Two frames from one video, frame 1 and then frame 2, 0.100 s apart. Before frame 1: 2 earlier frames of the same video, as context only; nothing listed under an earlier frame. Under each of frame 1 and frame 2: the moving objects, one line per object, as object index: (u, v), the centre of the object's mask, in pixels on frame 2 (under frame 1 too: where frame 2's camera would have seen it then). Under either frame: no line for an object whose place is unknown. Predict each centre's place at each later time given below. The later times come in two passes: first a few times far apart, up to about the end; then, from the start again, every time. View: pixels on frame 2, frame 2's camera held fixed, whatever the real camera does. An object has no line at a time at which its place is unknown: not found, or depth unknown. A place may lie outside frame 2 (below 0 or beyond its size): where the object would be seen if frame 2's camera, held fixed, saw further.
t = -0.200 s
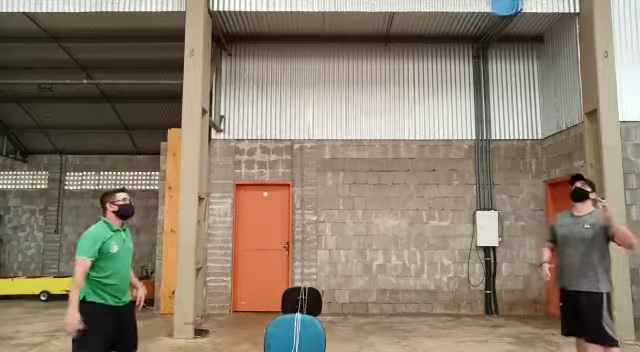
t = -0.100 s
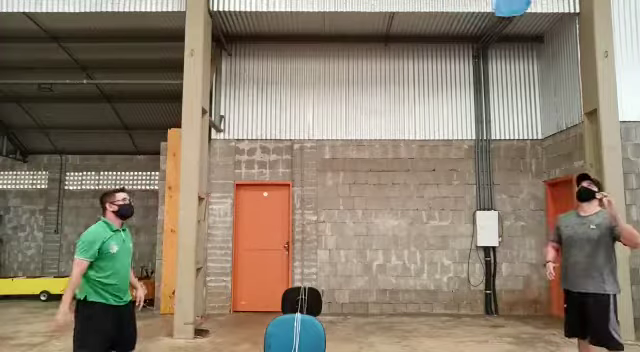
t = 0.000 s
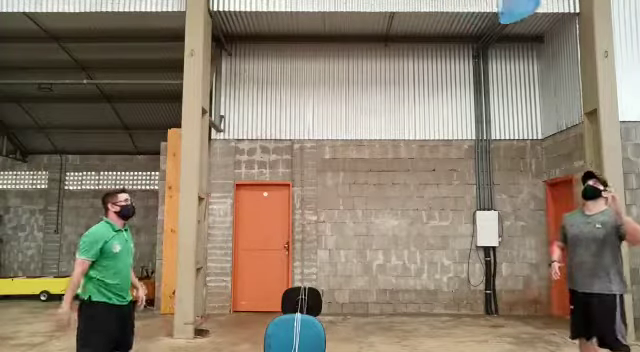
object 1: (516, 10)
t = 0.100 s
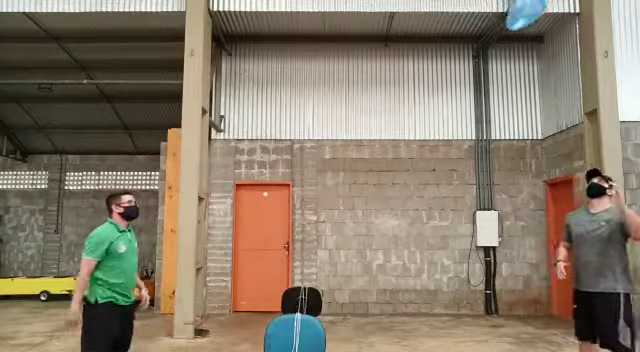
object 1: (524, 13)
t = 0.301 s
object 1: (539, 17)
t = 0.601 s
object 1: (554, 47)
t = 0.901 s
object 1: (565, 77)
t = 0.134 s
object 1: (526, 14)
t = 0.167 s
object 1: (531, 15)
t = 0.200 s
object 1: (533, 15)
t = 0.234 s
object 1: (535, 15)
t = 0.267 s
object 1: (537, 16)
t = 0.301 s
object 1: (539, 17)
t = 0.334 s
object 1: (540, 22)
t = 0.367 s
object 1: (541, 25)
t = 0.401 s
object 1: (542, 28)
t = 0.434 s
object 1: (543, 30)
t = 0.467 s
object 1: (545, 34)
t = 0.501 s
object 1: (548, 37)
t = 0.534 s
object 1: (550, 40)
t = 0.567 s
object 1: (552, 43)
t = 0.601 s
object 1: (554, 47)
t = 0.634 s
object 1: (555, 50)
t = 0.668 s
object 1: (557, 53)
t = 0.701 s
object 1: (559, 57)
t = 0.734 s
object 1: (560, 60)
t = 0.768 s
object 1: (561, 63)
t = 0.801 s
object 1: (562, 67)
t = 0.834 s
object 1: (563, 71)
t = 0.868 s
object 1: (564, 74)
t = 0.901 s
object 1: (565, 77)
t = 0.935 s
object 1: (566, 80)
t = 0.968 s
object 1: (567, 83)
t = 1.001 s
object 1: (567, 87)
